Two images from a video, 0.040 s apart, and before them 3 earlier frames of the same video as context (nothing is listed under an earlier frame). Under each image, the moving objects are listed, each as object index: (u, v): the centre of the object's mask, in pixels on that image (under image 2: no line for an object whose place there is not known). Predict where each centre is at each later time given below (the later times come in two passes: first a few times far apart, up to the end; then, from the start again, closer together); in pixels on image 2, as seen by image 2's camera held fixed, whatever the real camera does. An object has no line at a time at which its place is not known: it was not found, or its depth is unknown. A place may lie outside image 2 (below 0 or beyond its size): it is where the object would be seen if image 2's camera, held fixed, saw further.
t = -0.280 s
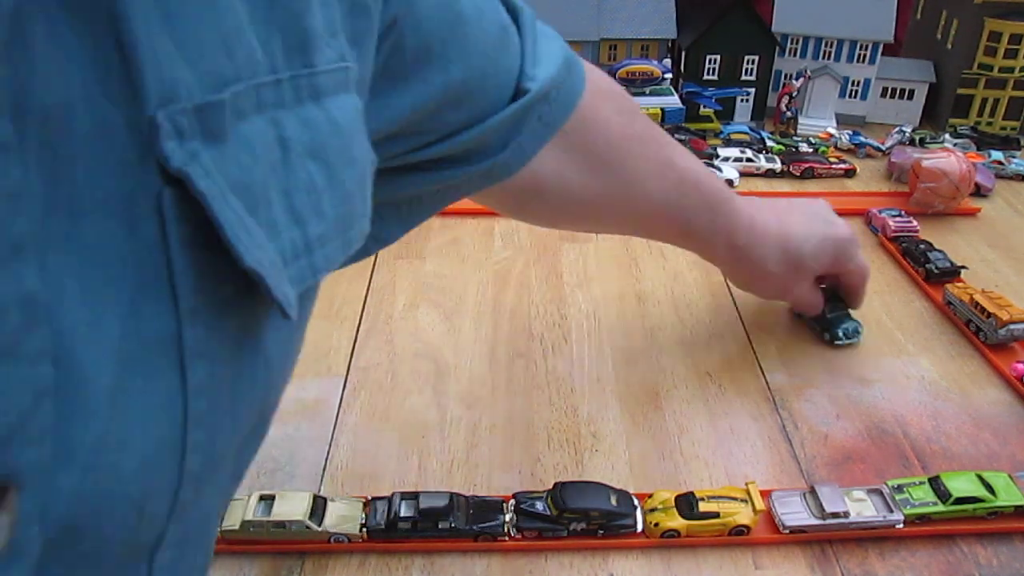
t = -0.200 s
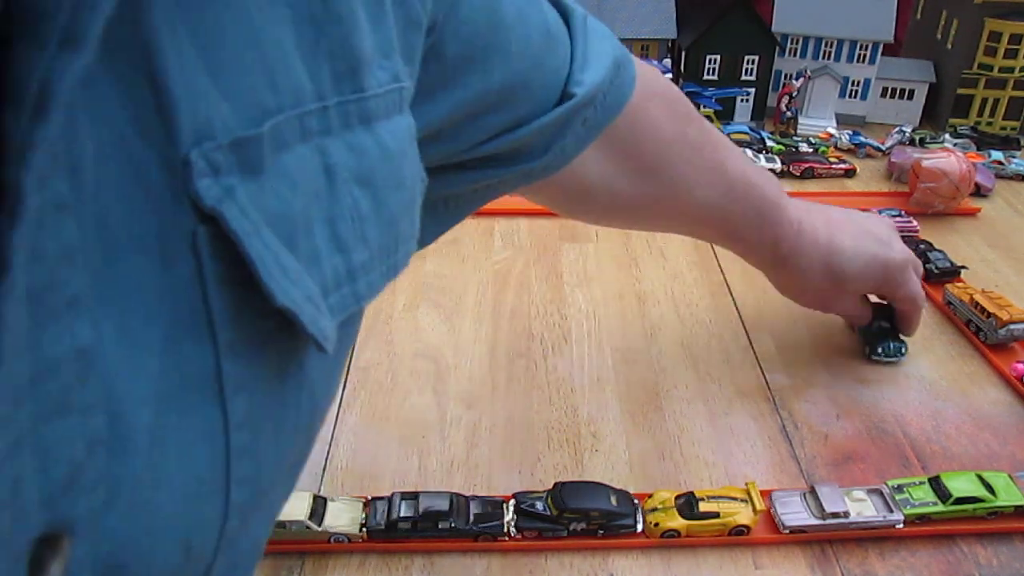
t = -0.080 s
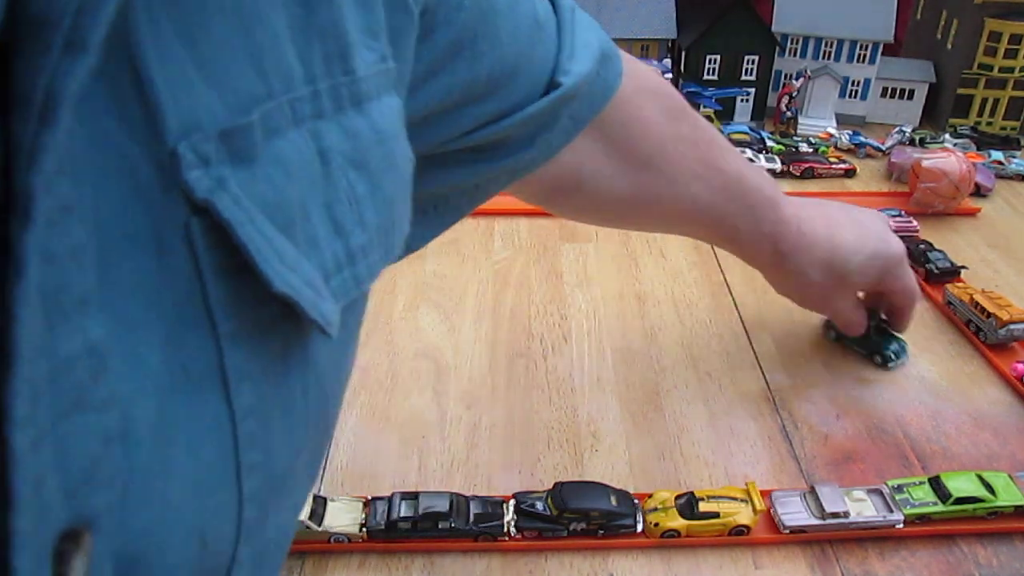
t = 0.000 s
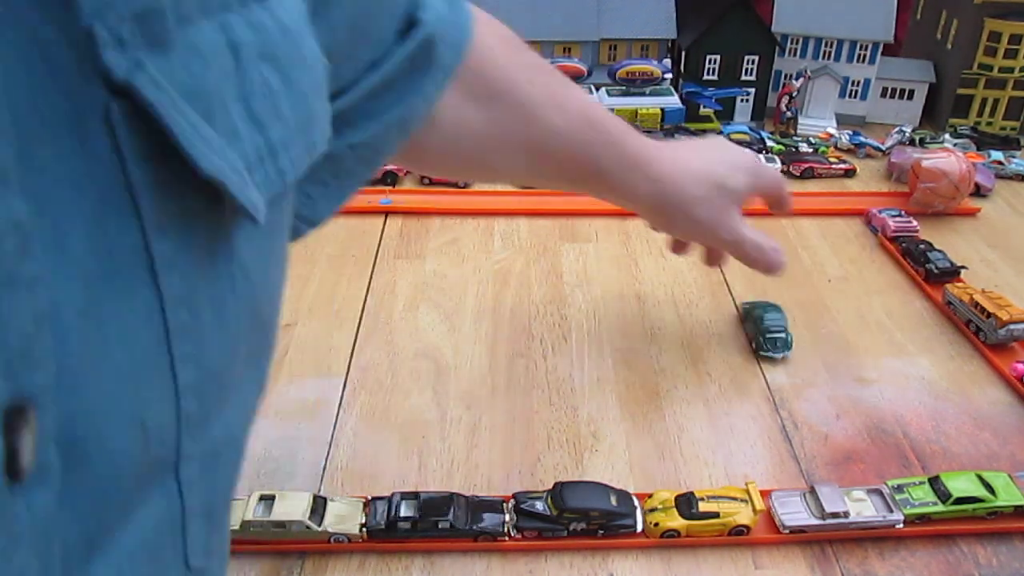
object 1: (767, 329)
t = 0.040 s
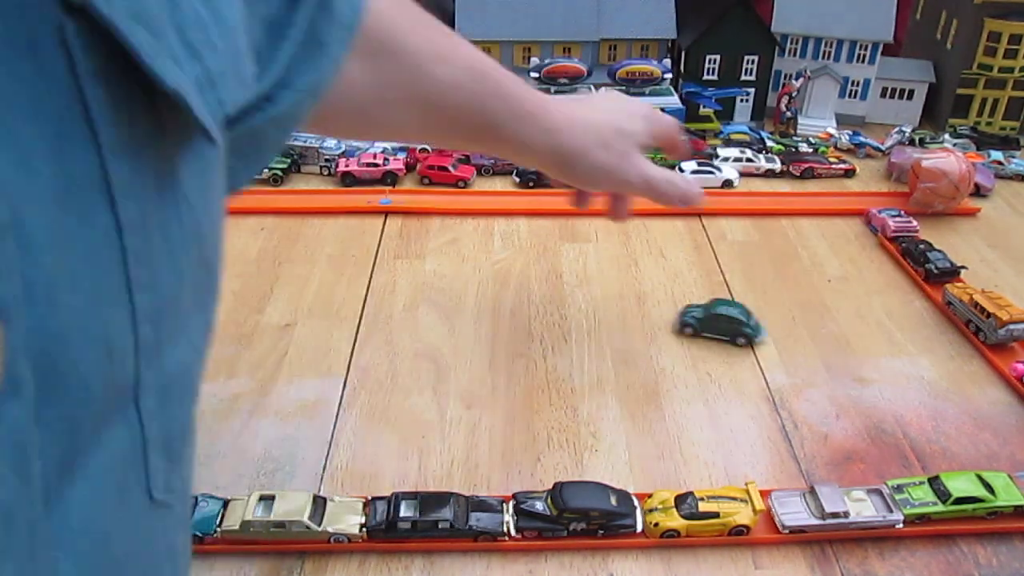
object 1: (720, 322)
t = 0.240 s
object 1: (526, 313)
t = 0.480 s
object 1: (380, 313)
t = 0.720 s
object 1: (338, 344)
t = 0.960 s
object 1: (347, 367)
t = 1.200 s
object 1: (354, 386)
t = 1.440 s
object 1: (361, 404)
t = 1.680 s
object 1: (365, 416)
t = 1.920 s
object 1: (367, 421)
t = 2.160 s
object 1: (367, 421)
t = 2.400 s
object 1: (367, 421)
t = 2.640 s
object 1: (367, 421)
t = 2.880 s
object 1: (367, 421)
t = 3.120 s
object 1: (367, 421)
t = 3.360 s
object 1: (367, 421)
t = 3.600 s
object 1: (367, 421)
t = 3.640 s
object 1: (367, 421)
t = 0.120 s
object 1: (637, 319)
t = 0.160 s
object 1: (598, 314)
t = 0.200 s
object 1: (560, 312)
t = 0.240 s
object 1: (526, 313)
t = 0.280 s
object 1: (500, 314)
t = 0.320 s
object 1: (475, 311)
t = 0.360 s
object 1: (450, 309)
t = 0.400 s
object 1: (423, 309)
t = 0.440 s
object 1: (400, 310)
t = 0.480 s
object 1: (380, 313)
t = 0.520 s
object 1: (363, 318)
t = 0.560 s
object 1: (351, 324)
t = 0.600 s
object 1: (343, 330)
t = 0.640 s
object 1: (339, 335)
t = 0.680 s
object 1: (337, 340)
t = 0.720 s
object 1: (338, 344)
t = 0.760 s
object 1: (339, 348)
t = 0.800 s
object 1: (341, 352)
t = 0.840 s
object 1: (342, 356)
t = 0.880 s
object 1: (344, 360)
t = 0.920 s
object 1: (345, 363)
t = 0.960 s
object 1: (347, 367)
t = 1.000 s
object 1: (348, 370)
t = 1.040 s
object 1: (349, 374)
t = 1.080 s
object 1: (350, 377)
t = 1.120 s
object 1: (352, 380)
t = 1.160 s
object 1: (353, 383)
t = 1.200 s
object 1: (354, 386)
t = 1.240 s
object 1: (355, 390)
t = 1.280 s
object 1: (356, 393)
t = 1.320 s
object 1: (357, 396)
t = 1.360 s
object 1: (359, 399)
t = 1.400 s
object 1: (360, 401)
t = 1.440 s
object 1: (361, 404)
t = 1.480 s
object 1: (362, 406)
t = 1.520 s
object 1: (362, 409)
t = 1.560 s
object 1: (363, 410)
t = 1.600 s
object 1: (364, 413)
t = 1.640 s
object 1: (364, 414)
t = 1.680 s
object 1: (365, 416)
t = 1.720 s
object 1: (365, 417)
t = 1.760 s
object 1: (366, 418)
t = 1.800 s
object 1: (366, 419)
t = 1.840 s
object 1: (367, 420)
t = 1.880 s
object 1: (367, 421)
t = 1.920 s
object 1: (367, 421)
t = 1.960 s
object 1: (367, 421)
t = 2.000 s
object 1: (367, 421)
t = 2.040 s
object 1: (367, 421)
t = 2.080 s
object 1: (367, 421)
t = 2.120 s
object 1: (367, 421)
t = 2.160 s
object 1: (367, 421)
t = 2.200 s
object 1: (367, 421)
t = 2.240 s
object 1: (367, 421)
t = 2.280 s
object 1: (367, 421)
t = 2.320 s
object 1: (367, 421)
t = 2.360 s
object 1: (367, 421)
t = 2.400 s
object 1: (367, 421)
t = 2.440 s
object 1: (367, 421)
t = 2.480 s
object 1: (367, 421)
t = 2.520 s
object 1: (367, 421)
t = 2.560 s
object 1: (367, 421)
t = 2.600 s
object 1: (367, 421)
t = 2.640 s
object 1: (367, 421)
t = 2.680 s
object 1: (367, 421)
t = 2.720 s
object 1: (367, 421)
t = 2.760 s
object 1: (367, 421)
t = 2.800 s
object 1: (367, 421)
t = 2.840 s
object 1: (367, 421)
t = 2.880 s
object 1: (367, 421)
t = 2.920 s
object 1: (367, 421)
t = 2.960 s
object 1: (367, 421)
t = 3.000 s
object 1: (367, 421)
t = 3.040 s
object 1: (367, 421)
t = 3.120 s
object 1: (367, 421)
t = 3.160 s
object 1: (367, 421)
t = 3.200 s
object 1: (367, 421)
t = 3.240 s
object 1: (367, 421)
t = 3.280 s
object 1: (367, 421)
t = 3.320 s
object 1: (367, 421)
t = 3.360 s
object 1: (367, 421)
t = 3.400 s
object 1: (367, 421)
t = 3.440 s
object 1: (367, 421)
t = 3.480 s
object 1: (367, 421)
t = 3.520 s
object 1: (367, 421)
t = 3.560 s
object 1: (367, 421)
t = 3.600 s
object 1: (367, 421)
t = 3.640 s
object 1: (367, 421)
